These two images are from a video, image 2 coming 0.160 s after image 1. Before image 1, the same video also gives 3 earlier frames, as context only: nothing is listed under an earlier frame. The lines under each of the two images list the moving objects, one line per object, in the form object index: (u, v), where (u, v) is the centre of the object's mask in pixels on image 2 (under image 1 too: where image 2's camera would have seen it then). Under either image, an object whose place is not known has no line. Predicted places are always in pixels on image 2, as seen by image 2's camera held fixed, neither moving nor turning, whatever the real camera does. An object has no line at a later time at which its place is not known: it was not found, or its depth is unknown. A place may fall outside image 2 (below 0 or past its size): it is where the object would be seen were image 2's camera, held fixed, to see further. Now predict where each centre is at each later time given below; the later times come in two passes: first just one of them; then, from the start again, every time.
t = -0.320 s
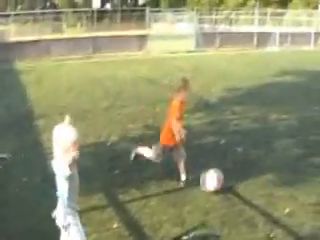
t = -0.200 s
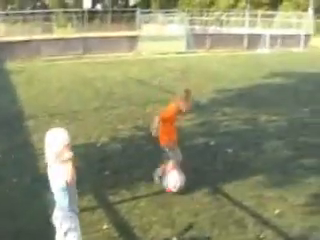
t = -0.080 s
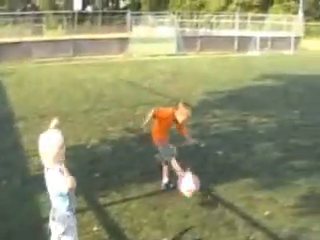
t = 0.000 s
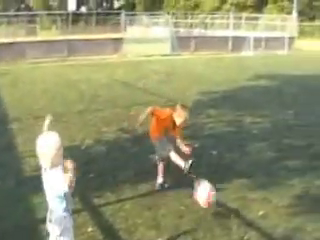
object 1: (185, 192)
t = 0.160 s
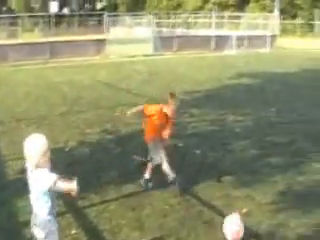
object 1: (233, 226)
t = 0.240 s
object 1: (248, 227)
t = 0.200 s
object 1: (241, 227)
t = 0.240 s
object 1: (248, 227)
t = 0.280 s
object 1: (259, 231)
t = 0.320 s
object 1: (269, 236)
